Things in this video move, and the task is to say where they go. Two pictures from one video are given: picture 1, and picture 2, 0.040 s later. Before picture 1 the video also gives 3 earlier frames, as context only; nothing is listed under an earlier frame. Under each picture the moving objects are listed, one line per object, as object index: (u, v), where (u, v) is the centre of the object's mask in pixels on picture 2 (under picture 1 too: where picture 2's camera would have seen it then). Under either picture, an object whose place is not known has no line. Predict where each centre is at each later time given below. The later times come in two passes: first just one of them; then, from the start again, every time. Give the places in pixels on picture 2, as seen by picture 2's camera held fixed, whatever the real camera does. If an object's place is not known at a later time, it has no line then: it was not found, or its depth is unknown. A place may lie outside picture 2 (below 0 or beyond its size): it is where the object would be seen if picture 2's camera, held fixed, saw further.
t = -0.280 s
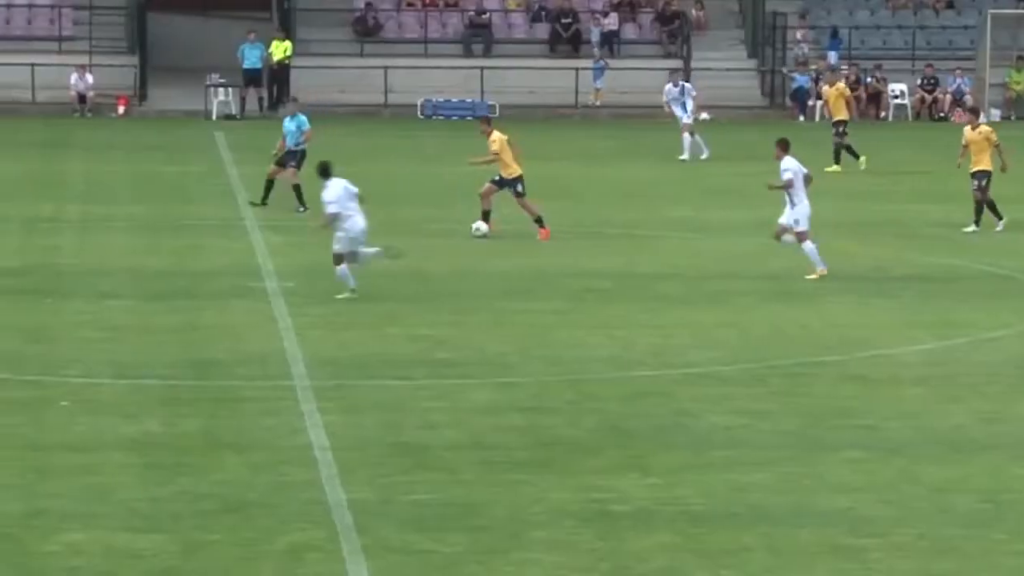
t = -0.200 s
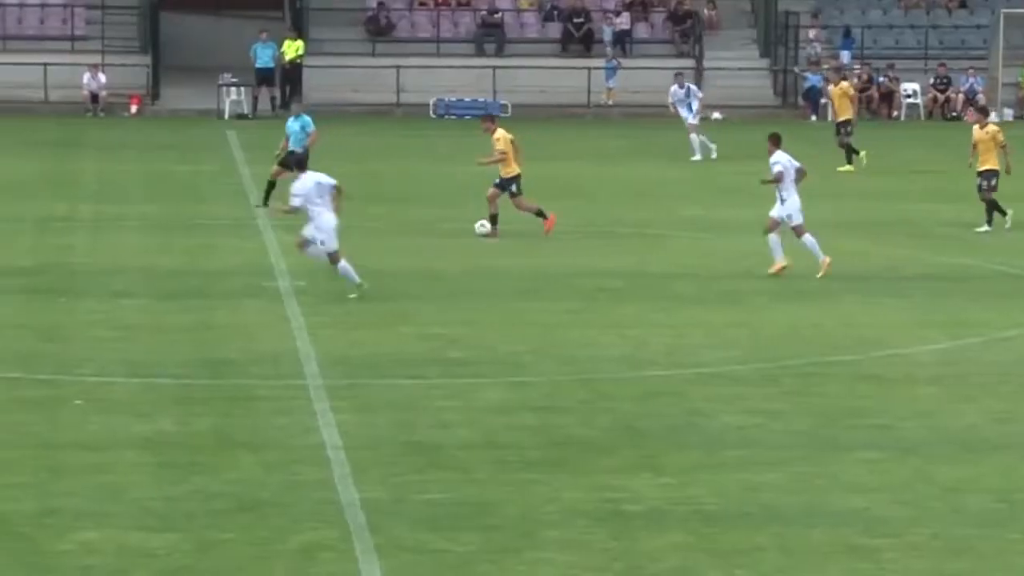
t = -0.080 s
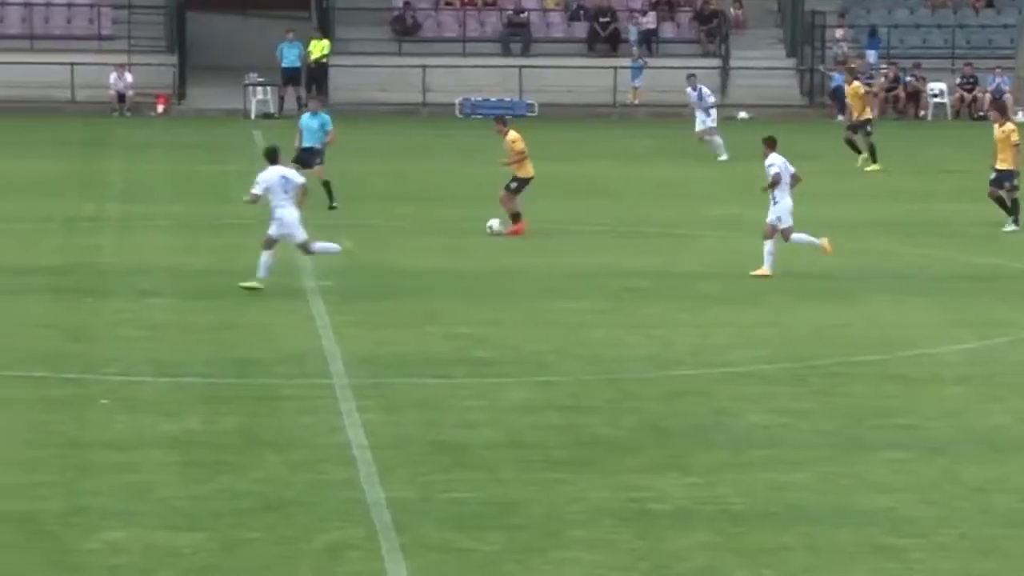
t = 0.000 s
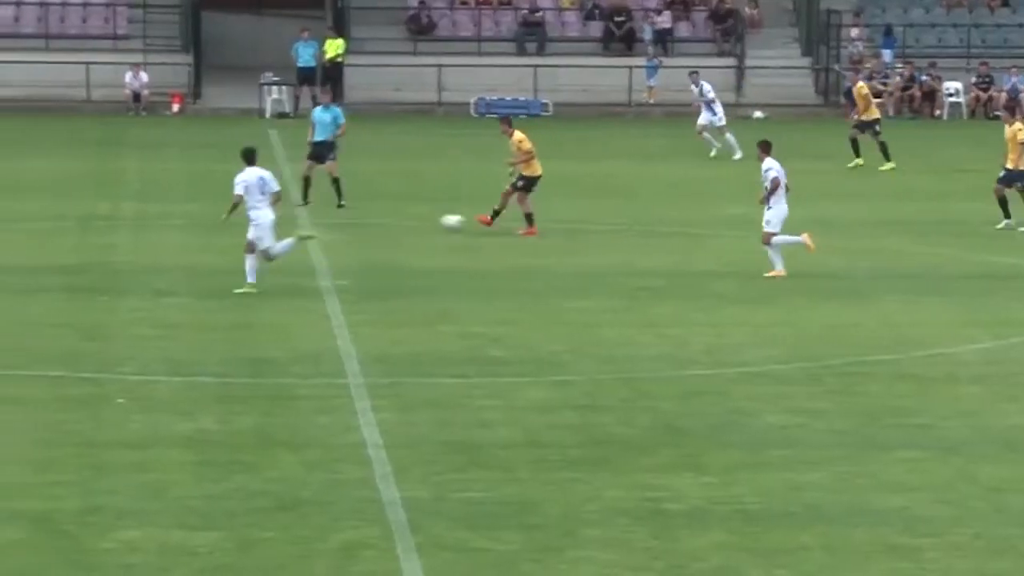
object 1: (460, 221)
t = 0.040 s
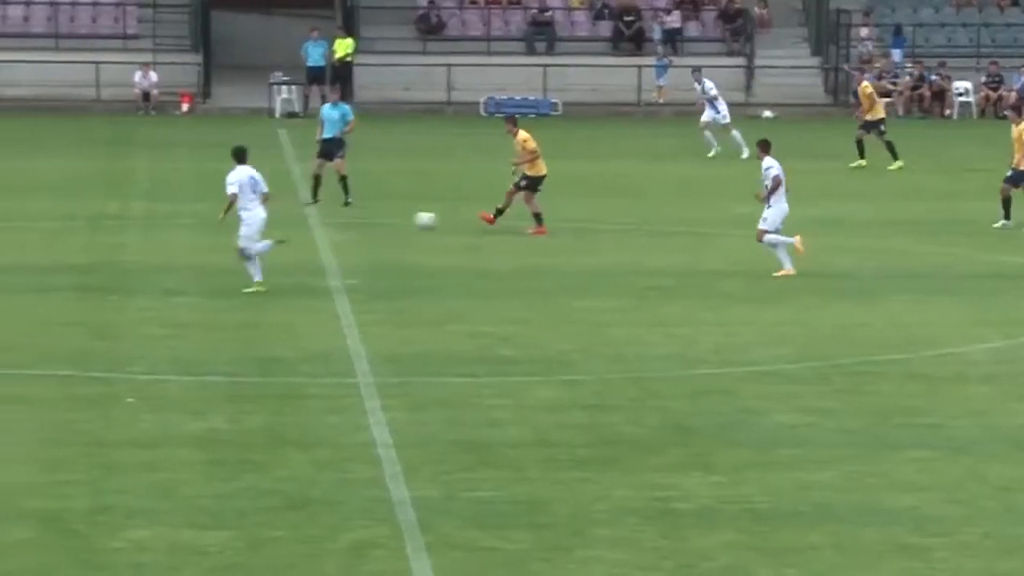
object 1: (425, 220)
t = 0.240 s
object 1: (266, 215)
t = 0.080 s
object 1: (389, 220)
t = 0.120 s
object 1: (357, 218)
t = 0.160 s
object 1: (325, 217)
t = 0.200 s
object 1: (294, 216)
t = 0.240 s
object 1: (266, 215)
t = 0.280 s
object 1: (238, 214)
